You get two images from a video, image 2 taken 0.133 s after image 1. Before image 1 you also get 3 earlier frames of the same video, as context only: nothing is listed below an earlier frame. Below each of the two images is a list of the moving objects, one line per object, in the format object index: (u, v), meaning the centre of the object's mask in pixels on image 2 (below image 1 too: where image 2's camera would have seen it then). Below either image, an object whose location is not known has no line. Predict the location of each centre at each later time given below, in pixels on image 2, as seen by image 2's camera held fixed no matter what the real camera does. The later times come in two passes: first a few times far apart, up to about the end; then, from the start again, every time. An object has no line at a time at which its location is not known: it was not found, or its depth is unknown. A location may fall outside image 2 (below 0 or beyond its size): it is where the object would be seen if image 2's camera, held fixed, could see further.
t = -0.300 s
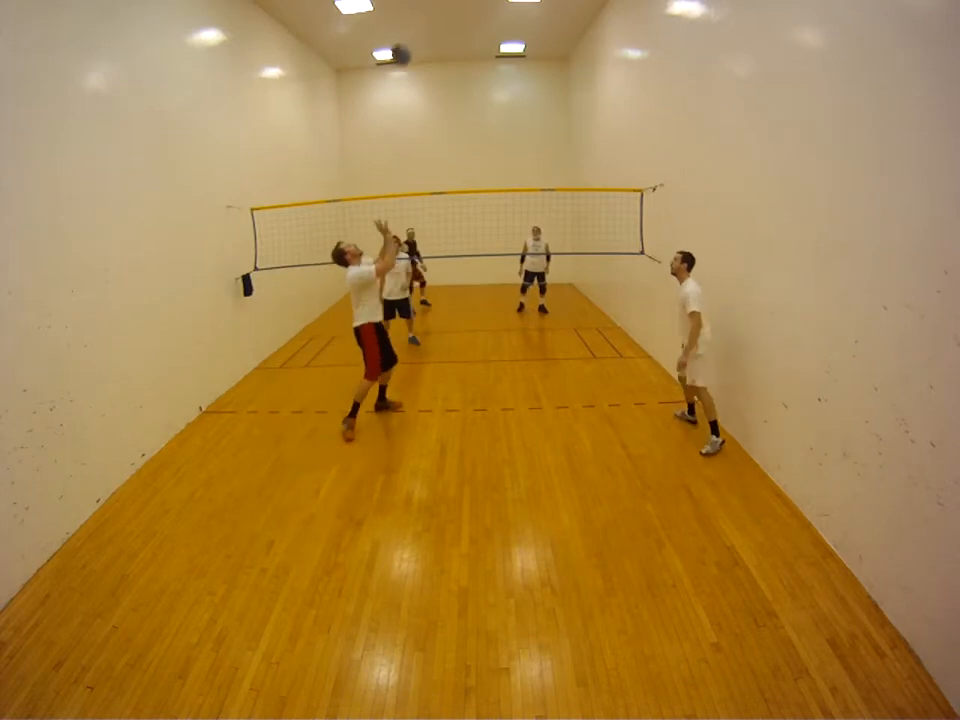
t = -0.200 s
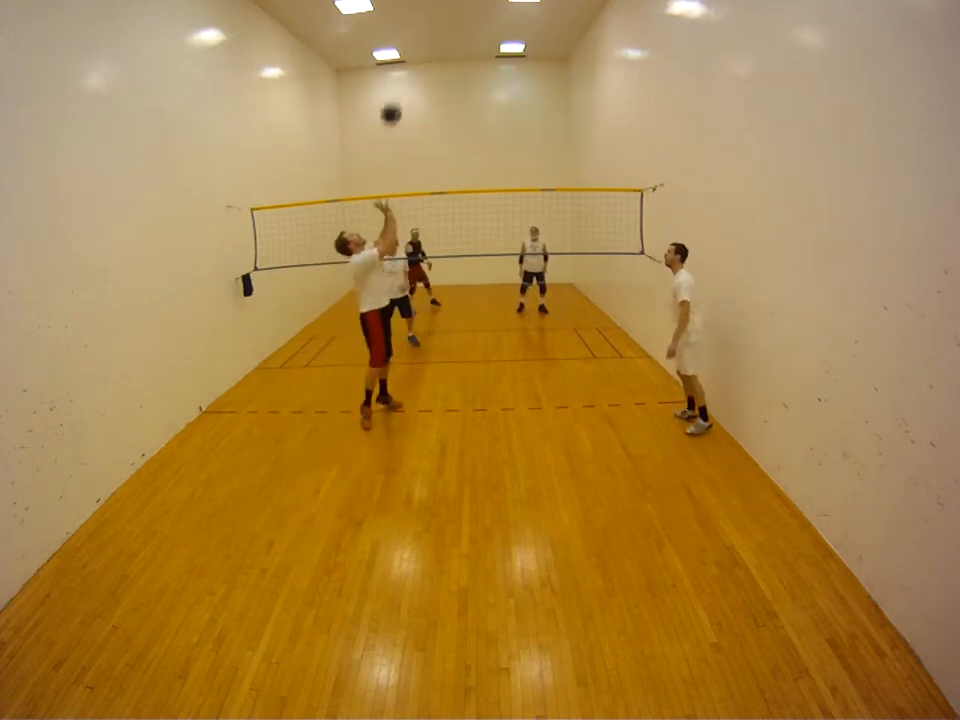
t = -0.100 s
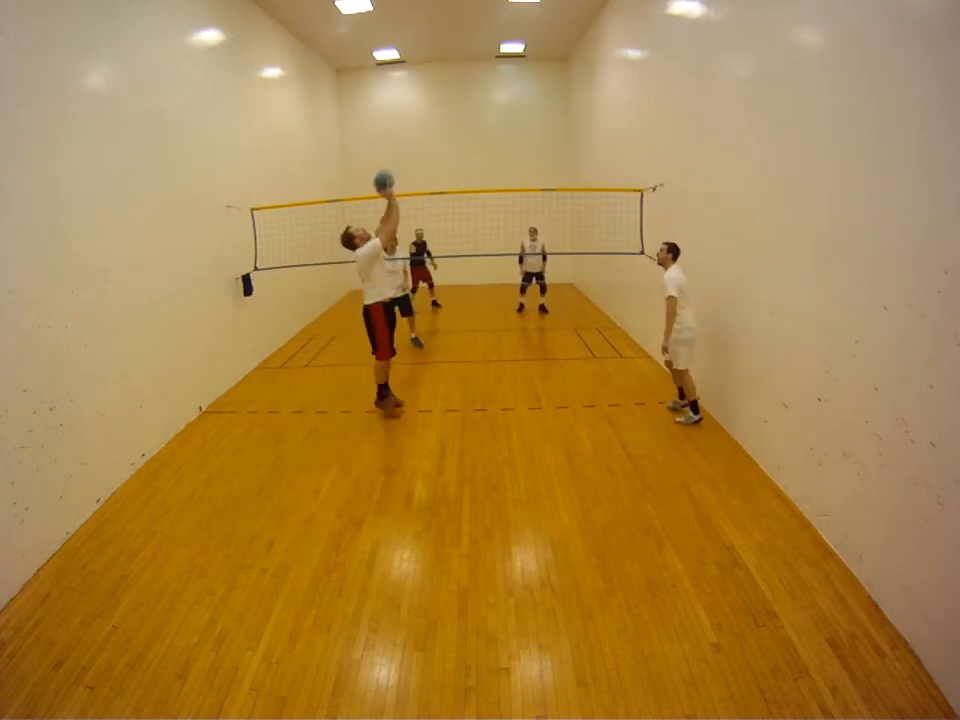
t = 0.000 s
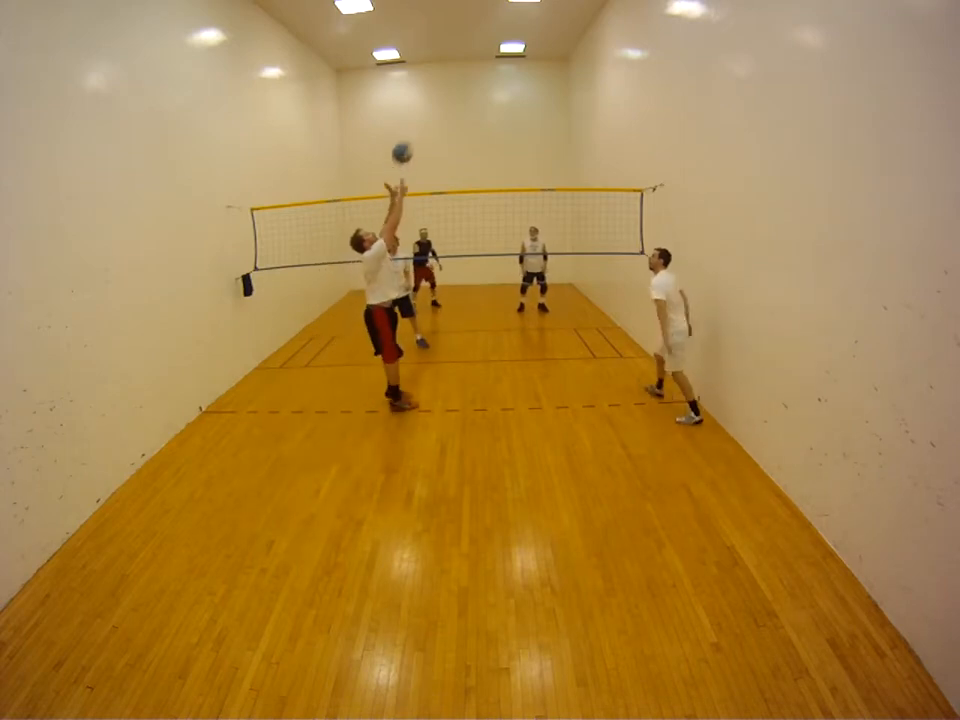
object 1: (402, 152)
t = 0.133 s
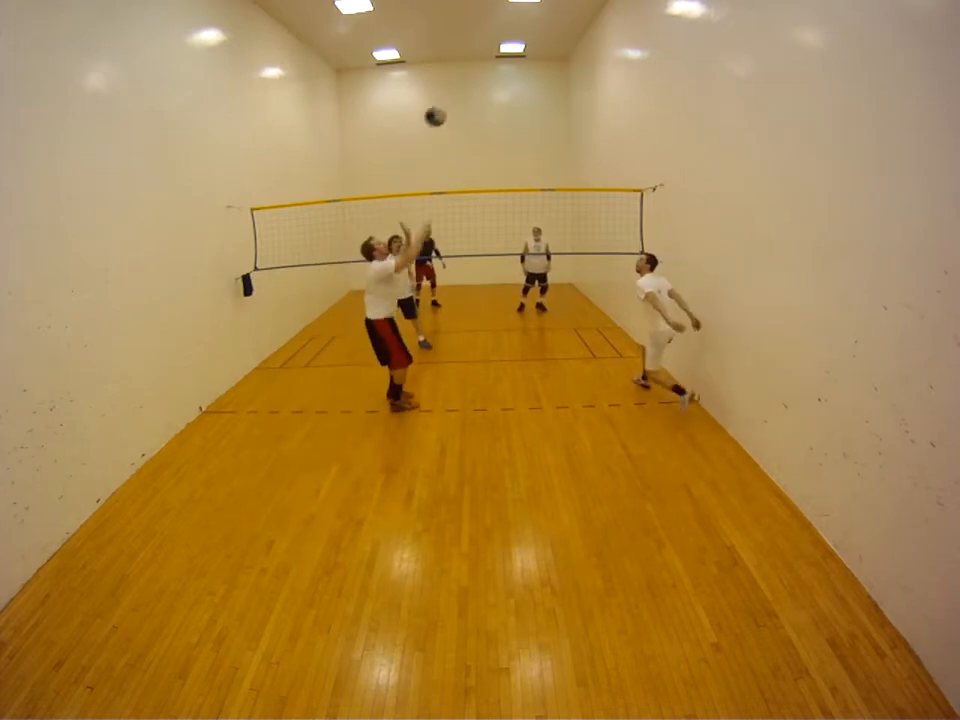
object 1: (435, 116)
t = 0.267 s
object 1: (469, 96)
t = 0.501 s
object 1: (530, 104)
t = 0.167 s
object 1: (444, 110)
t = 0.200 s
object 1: (452, 104)
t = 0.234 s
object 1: (461, 99)
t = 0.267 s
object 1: (469, 96)
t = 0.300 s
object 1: (478, 94)
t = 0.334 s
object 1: (486, 92)
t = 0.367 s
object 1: (495, 93)
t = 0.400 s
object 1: (504, 94)
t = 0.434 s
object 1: (513, 96)
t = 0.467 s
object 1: (521, 100)
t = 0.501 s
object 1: (530, 104)
